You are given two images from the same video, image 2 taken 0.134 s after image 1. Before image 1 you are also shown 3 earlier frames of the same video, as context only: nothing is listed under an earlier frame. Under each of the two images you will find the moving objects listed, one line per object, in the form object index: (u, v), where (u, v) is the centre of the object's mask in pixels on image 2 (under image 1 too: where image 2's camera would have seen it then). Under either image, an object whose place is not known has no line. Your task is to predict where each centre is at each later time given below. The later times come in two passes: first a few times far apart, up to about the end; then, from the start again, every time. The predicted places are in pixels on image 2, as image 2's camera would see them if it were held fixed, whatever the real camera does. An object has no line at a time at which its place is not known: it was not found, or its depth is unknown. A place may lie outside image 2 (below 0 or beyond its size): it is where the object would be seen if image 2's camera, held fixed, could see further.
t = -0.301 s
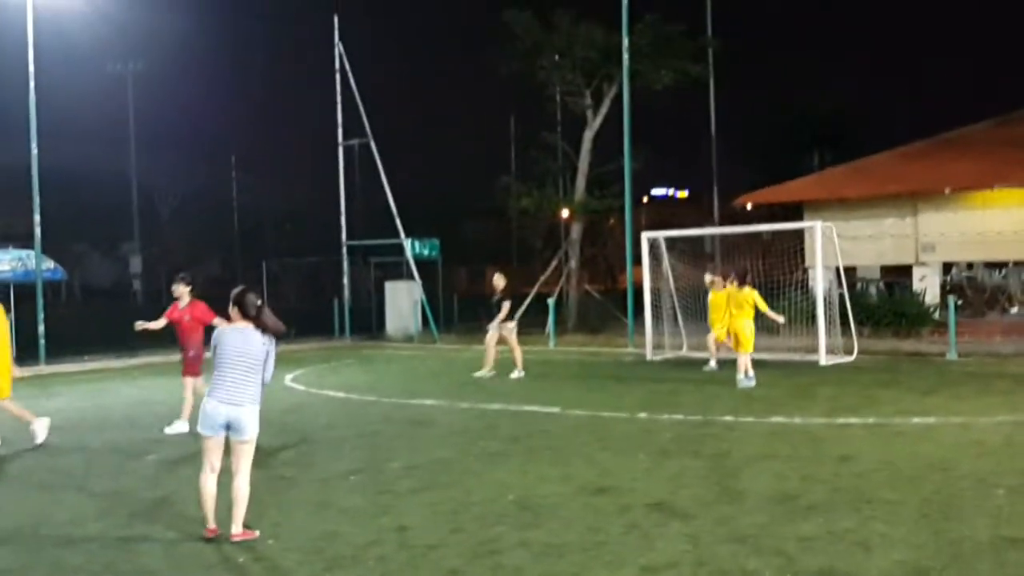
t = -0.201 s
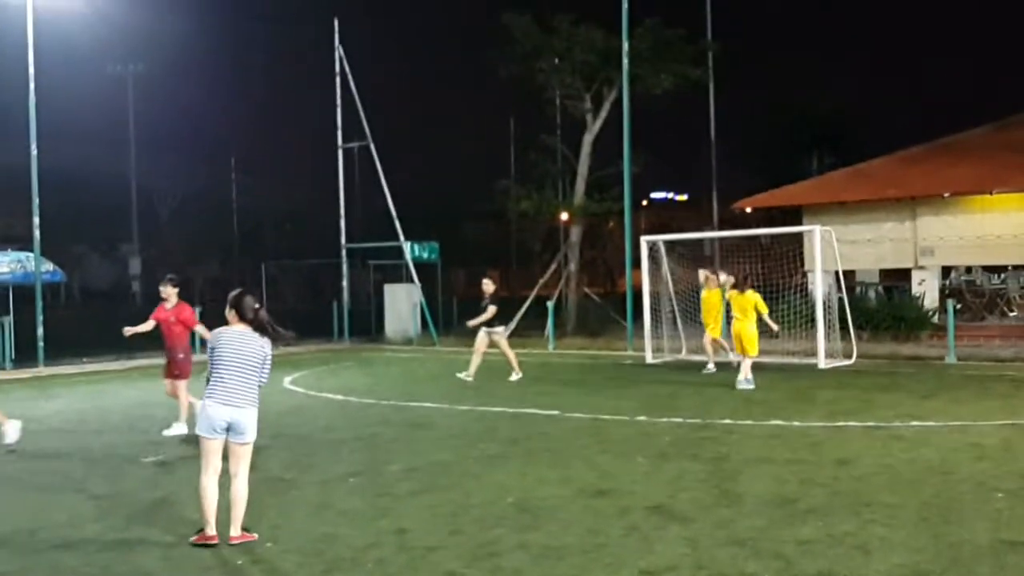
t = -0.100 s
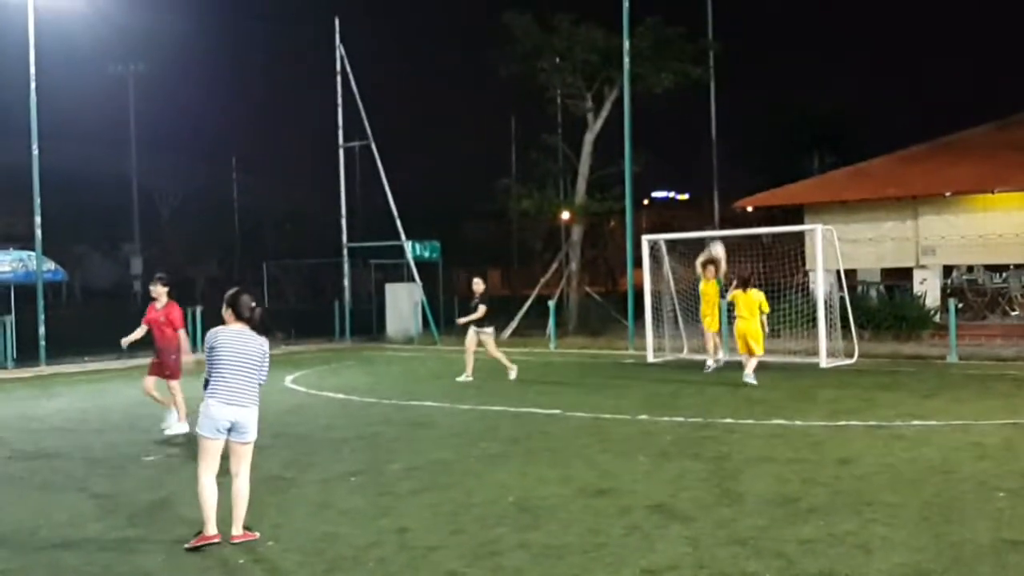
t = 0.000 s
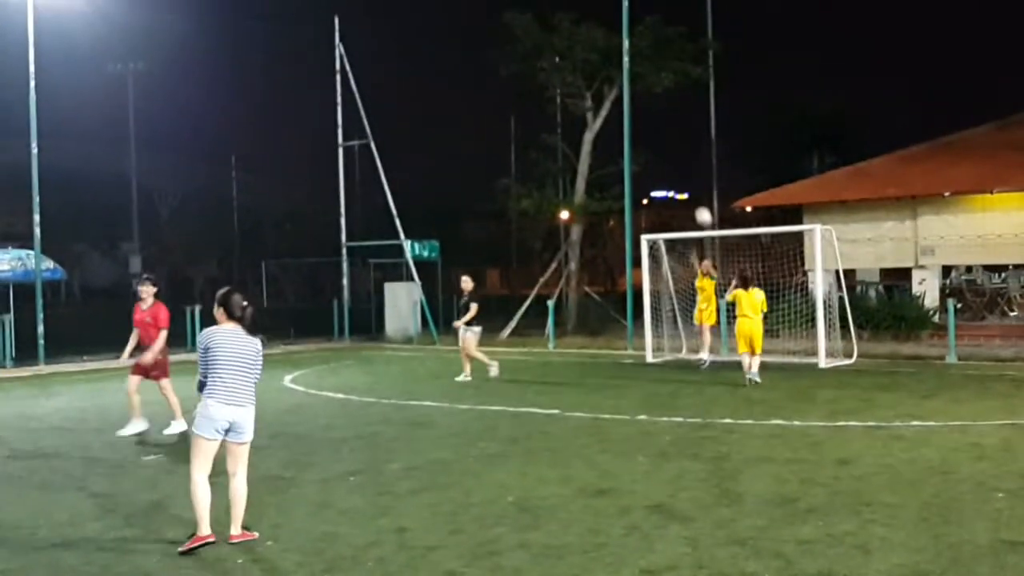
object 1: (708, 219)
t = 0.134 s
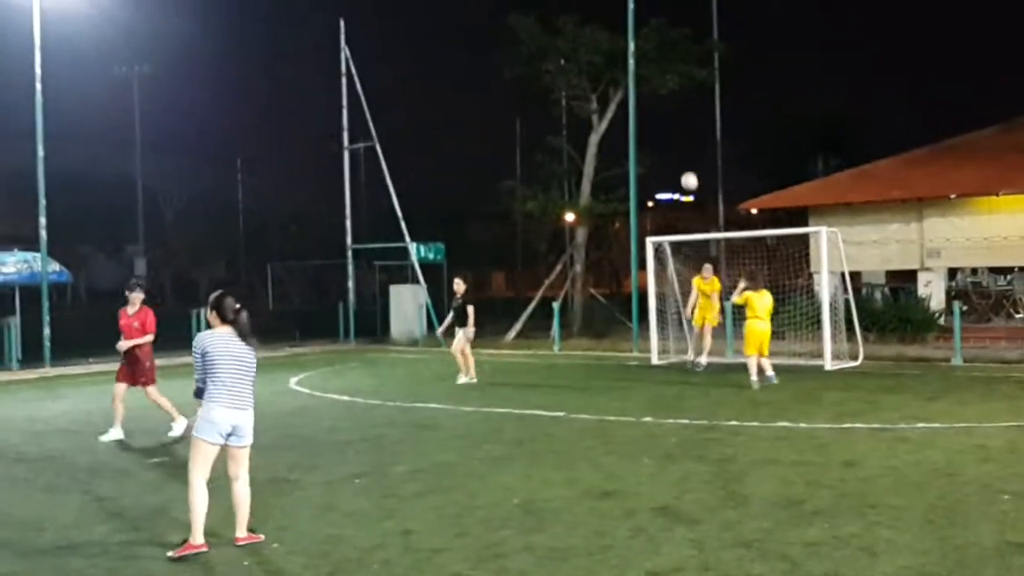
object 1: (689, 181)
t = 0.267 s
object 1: (670, 153)
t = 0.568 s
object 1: (617, 132)
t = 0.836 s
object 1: (561, 188)
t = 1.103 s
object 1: (486, 339)
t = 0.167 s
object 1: (684, 173)
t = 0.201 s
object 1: (680, 165)
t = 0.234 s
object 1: (675, 159)
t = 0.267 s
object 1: (670, 153)
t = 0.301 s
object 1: (664, 147)
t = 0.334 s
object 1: (659, 142)
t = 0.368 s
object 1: (654, 137)
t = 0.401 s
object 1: (647, 134)
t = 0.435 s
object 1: (642, 132)
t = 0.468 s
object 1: (636, 130)
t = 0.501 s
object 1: (629, 130)
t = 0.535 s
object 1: (623, 130)
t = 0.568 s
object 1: (617, 132)
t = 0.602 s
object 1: (612, 135)
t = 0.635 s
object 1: (605, 138)
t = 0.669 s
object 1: (599, 143)
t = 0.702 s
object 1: (592, 149)
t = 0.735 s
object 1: (584, 157)
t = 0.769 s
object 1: (576, 166)
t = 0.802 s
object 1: (569, 176)
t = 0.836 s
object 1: (561, 188)
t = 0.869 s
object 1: (553, 201)
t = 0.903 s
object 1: (545, 215)
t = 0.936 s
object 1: (536, 231)
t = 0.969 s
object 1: (527, 249)
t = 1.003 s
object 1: (517, 269)
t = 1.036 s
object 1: (507, 291)
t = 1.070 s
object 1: (497, 315)
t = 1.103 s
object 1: (486, 339)
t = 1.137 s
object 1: (474, 369)
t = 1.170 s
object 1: (461, 402)
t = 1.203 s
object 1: (449, 436)
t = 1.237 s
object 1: (440, 455)
